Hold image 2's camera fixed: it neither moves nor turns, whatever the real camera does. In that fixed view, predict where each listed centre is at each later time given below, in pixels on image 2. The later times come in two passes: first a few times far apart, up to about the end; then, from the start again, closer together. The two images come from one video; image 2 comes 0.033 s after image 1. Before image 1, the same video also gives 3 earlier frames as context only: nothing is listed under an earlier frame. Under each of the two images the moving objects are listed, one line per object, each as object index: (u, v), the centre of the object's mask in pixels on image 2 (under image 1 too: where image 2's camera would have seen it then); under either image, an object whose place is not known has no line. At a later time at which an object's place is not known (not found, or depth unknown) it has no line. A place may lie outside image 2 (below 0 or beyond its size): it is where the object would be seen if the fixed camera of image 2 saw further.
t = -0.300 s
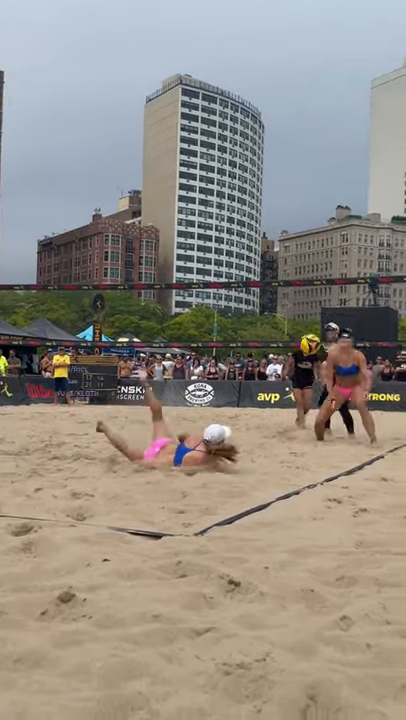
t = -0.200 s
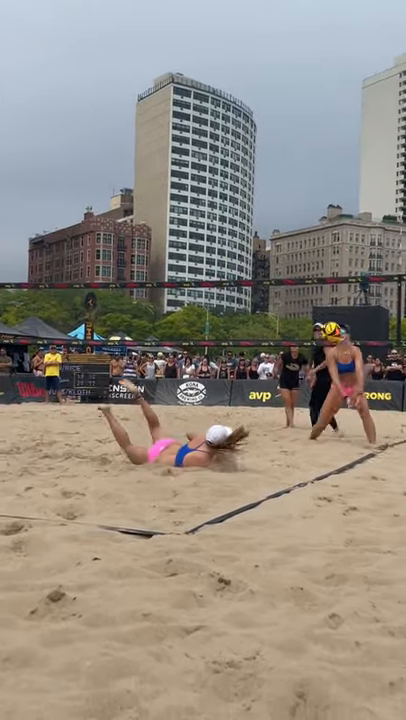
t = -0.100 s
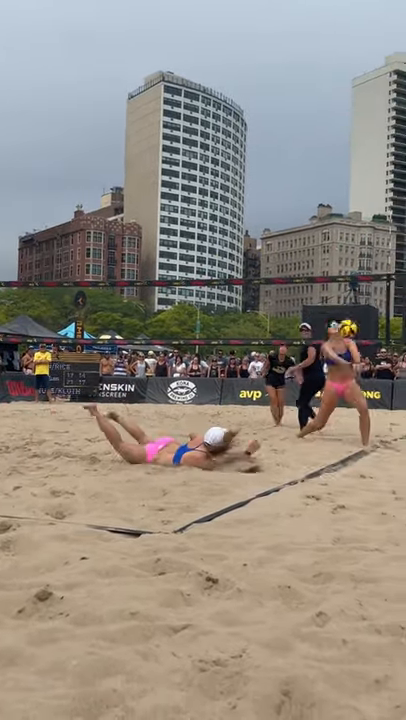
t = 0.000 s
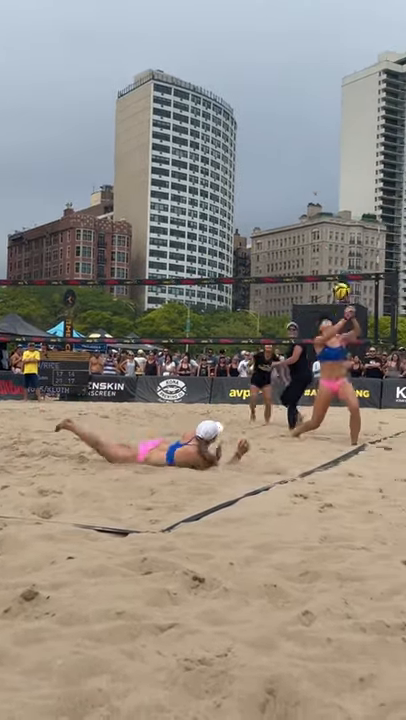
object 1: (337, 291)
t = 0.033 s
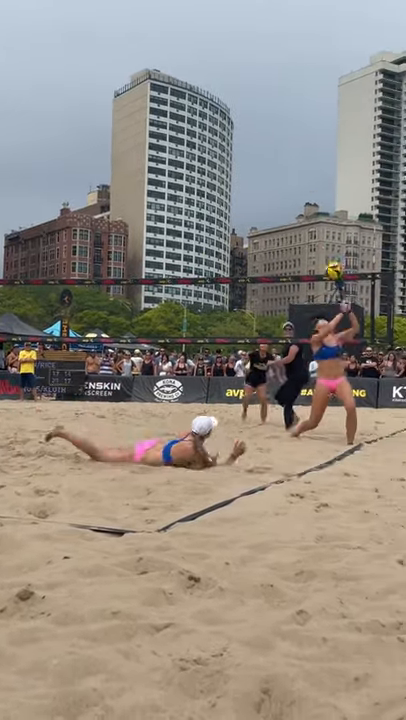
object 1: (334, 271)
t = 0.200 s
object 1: (317, 188)
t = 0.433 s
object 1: (298, 125)
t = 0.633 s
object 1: (284, 108)
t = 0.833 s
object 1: (271, 119)
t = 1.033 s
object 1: (261, 152)
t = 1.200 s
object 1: (252, 192)
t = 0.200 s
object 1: (317, 188)
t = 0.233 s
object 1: (314, 175)
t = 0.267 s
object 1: (311, 164)
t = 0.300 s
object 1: (308, 154)
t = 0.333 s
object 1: (305, 145)
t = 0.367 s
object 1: (303, 137)
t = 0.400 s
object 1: (301, 130)
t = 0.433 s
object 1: (298, 125)
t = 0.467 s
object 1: (296, 120)
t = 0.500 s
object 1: (293, 117)
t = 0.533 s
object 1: (291, 112)
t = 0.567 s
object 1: (288, 111)
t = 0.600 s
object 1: (286, 109)
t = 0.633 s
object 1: (284, 108)
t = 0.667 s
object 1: (281, 108)
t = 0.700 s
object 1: (279, 109)
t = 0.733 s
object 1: (277, 111)
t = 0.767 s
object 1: (274, 113)
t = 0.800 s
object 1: (274, 116)
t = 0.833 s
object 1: (271, 119)
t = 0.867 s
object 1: (269, 123)
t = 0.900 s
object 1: (267, 128)
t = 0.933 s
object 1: (266, 133)
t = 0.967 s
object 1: (264, 139)
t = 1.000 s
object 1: (262, 145)
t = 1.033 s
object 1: (261, 152)
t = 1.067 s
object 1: (258, 159)
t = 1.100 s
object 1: (257, 167)
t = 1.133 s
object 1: (255, 174)
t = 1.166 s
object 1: (254, 183)
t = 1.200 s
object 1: (252, 192)
